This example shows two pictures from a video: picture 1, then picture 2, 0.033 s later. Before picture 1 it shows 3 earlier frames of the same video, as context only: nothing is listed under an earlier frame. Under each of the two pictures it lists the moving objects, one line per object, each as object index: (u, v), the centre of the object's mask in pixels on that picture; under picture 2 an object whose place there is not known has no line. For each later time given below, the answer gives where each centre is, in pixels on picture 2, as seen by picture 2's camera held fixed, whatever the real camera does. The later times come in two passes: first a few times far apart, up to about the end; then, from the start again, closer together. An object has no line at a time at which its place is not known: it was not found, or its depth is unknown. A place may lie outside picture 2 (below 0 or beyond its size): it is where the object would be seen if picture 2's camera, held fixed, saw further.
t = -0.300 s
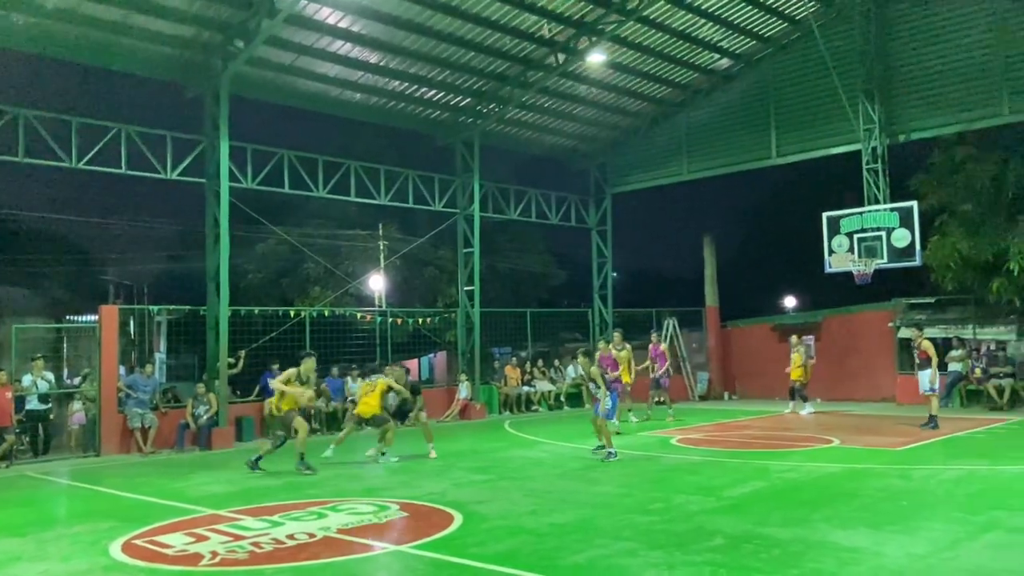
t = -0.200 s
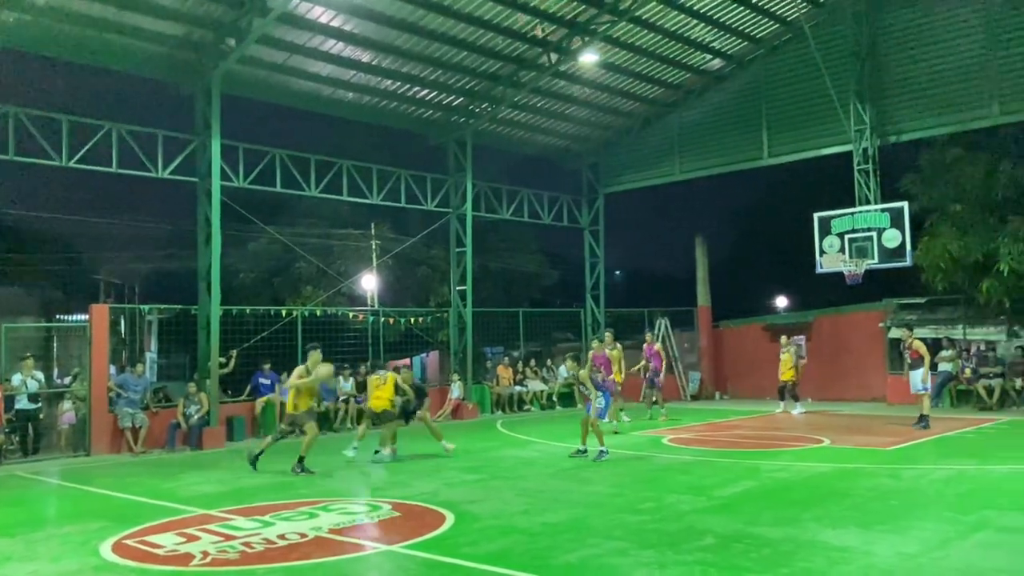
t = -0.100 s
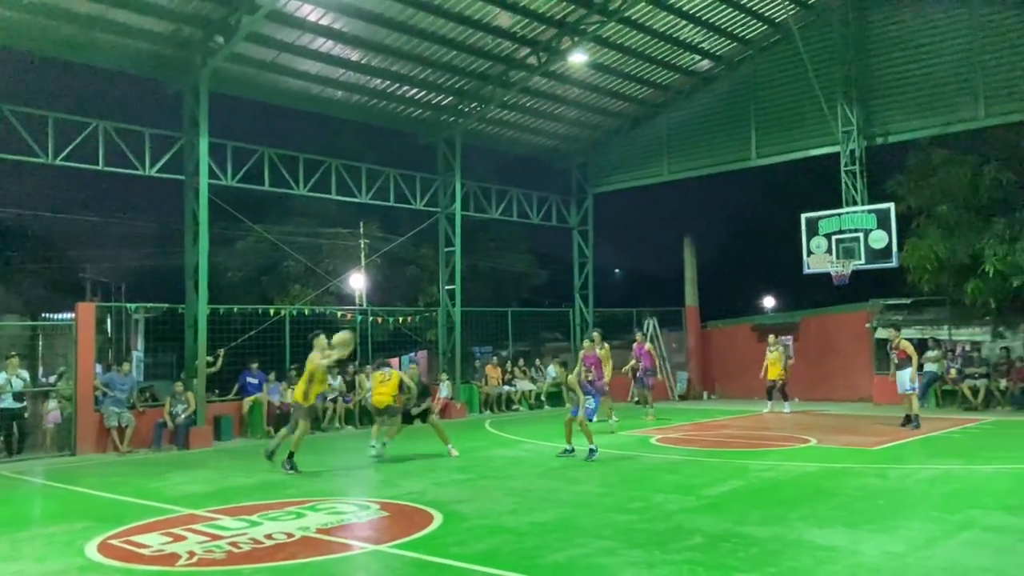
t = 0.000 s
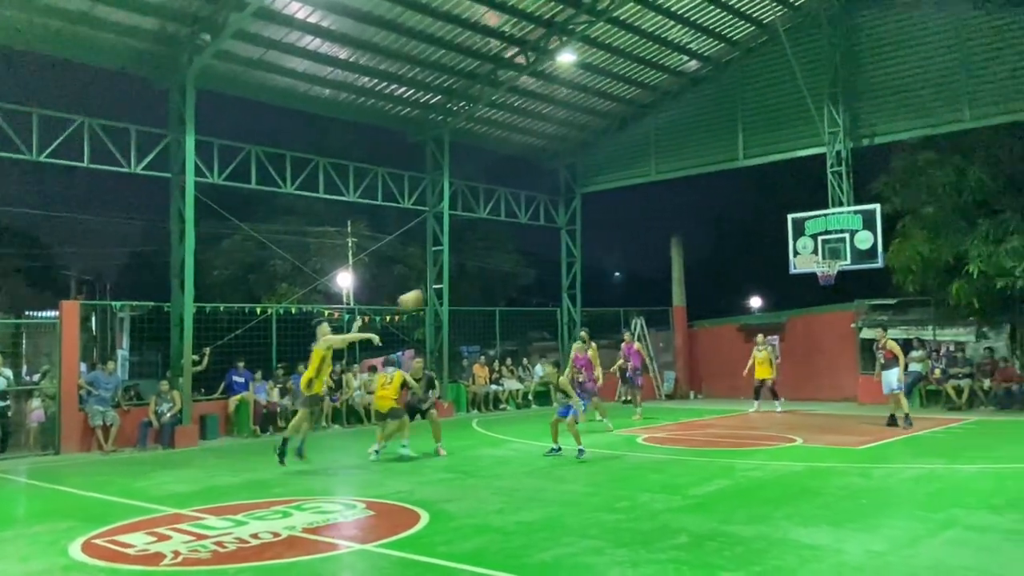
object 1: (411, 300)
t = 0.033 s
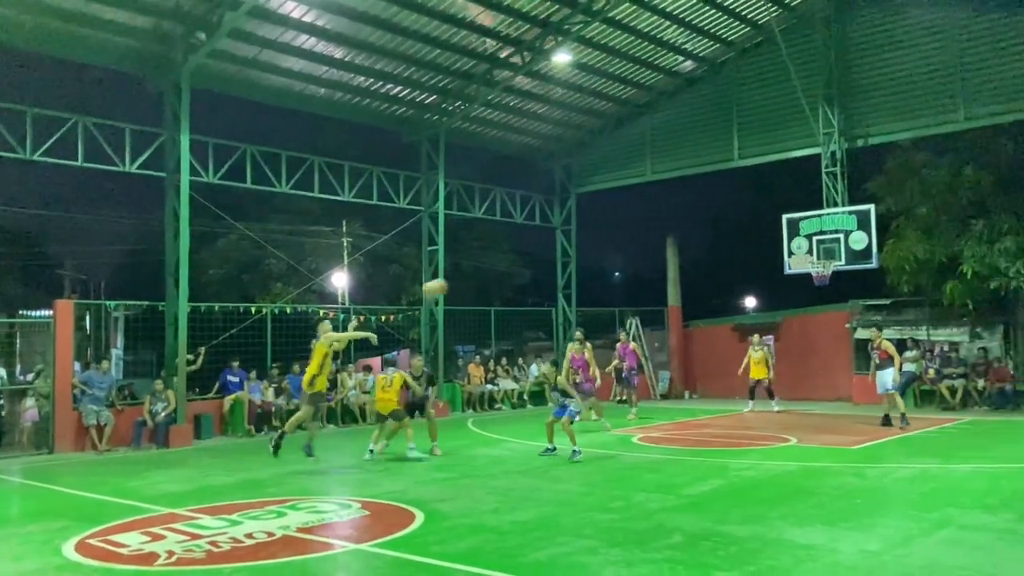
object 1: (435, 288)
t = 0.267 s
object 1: (635, 233)
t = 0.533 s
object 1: (861, 217)
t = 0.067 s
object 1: (464, 279)
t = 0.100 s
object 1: (493, 269)
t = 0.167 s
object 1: (549, 252)
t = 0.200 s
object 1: (579, 245)
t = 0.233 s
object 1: (607, 238)
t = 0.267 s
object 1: (635, 233)
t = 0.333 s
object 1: (692, 224)
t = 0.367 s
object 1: (720, 221)
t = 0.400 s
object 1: (749, 218)
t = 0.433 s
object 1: (776, 216)
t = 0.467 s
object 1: (805, 213)
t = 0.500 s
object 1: (833, 215)
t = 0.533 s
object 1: (861, 217)
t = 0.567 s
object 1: (889, 217)
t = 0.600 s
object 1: (917, 219)
